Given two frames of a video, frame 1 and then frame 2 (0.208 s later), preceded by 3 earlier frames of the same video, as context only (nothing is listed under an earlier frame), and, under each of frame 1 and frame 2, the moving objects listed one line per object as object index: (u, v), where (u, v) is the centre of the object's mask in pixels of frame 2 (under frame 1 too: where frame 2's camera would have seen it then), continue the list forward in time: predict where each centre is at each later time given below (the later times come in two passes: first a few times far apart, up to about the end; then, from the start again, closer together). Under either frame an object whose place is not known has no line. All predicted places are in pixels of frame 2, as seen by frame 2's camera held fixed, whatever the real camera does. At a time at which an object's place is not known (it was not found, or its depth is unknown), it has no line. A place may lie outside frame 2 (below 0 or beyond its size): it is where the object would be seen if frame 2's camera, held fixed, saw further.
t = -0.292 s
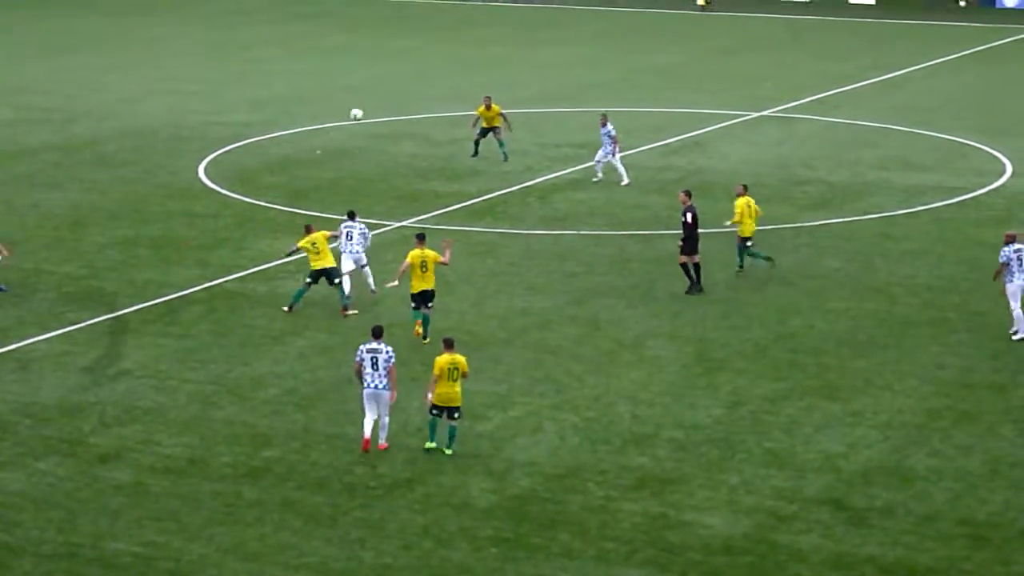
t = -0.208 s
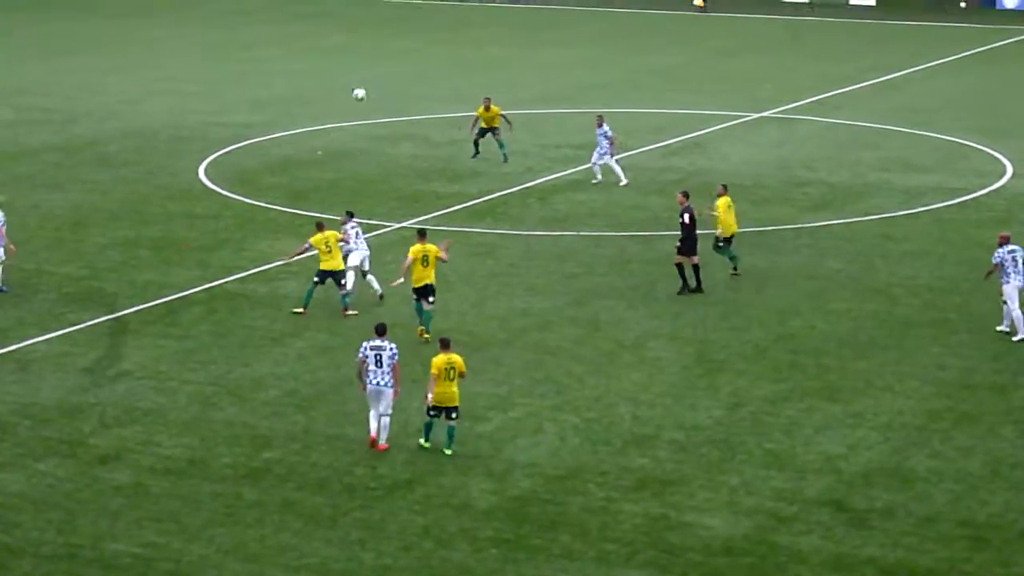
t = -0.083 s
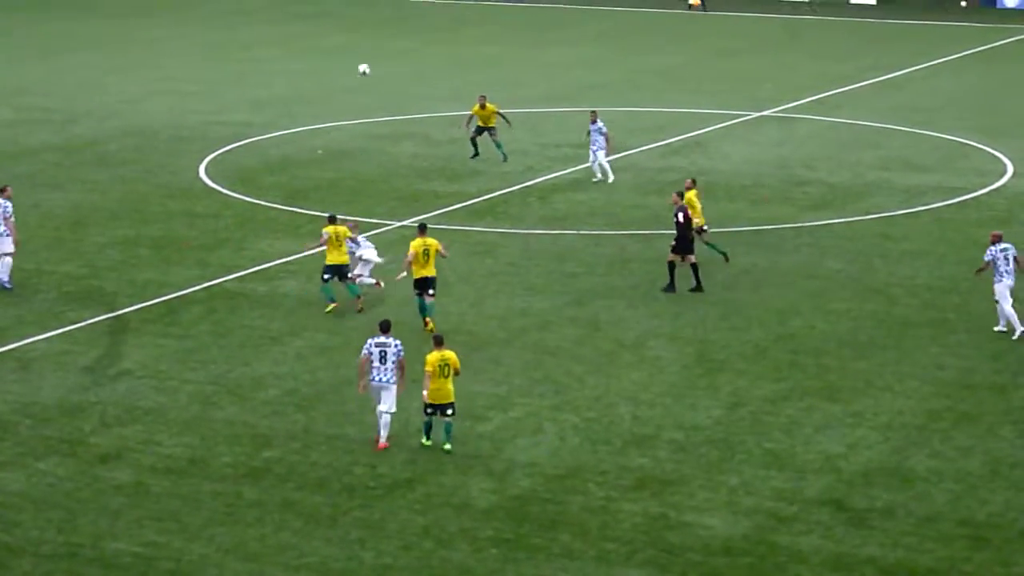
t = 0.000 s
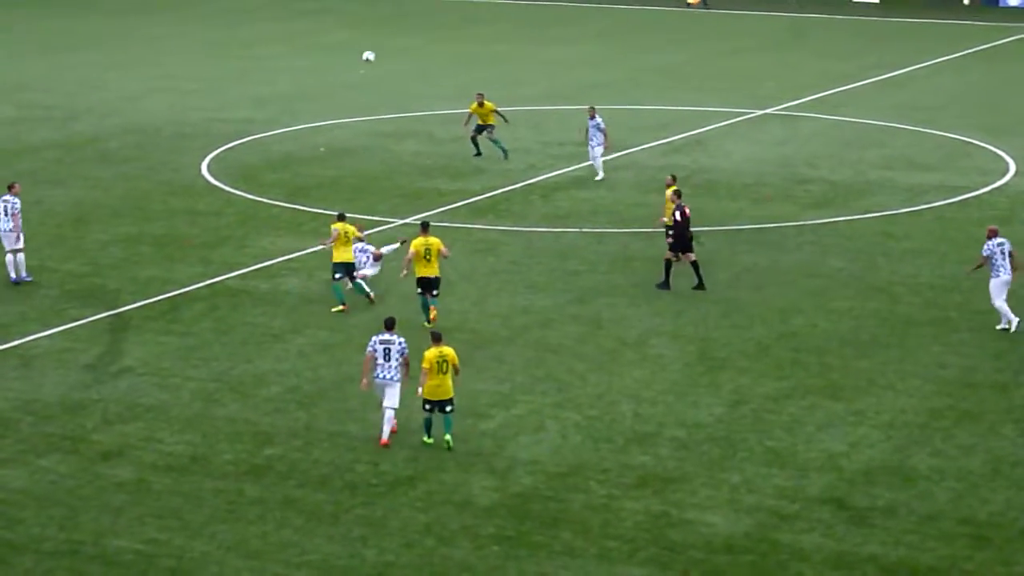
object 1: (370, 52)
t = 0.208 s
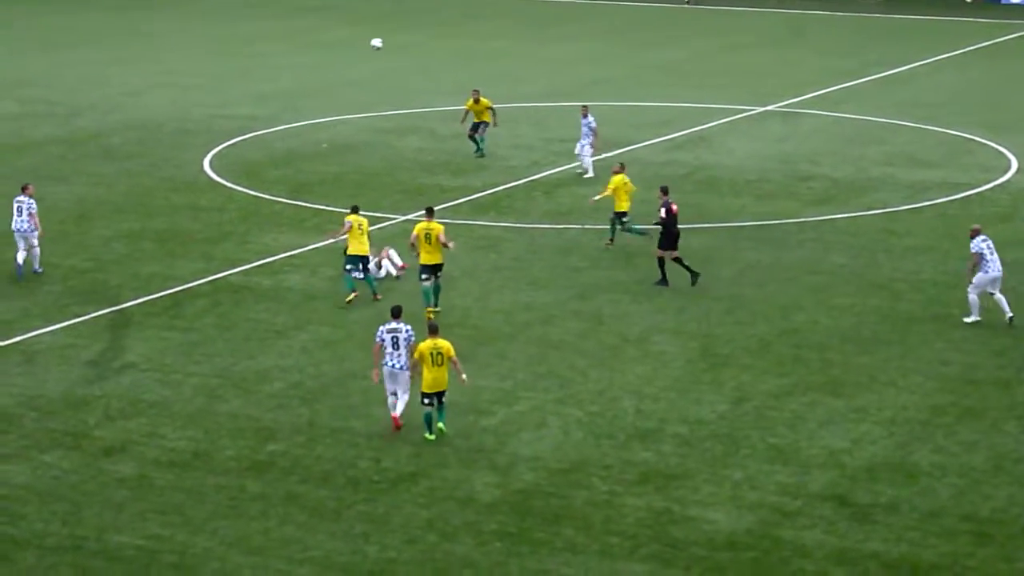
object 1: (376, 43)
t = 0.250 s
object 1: (377, 44)
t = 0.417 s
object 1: (383, 56)
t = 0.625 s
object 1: (385, 91)
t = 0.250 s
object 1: (377, 44)
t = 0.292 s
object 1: (379, 45)
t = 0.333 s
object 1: (379, 48)
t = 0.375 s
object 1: (381, 52)
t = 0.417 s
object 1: (383, 56)
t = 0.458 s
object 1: (384, 62)
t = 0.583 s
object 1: (385, 82)
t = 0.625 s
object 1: (385, 91)
